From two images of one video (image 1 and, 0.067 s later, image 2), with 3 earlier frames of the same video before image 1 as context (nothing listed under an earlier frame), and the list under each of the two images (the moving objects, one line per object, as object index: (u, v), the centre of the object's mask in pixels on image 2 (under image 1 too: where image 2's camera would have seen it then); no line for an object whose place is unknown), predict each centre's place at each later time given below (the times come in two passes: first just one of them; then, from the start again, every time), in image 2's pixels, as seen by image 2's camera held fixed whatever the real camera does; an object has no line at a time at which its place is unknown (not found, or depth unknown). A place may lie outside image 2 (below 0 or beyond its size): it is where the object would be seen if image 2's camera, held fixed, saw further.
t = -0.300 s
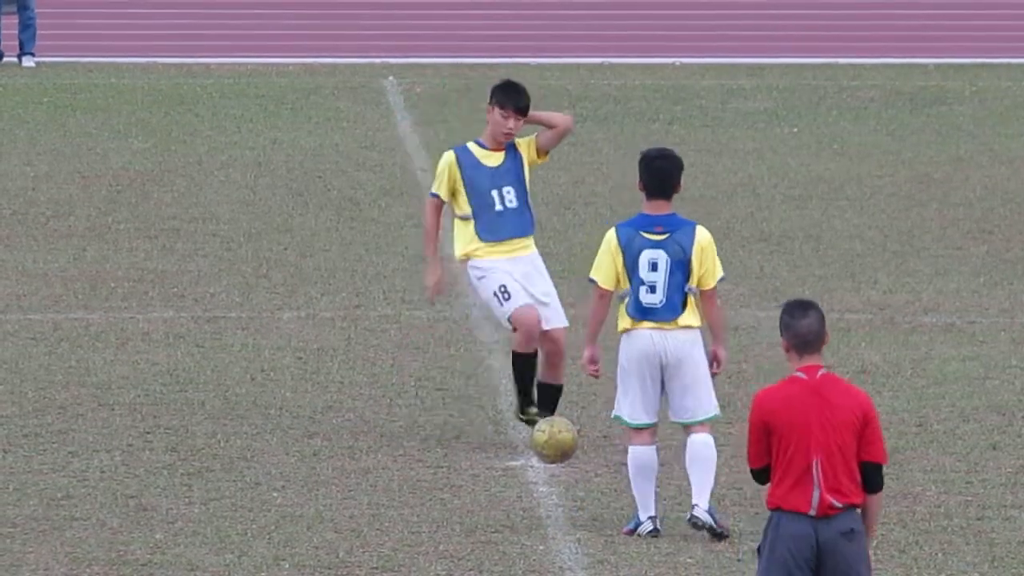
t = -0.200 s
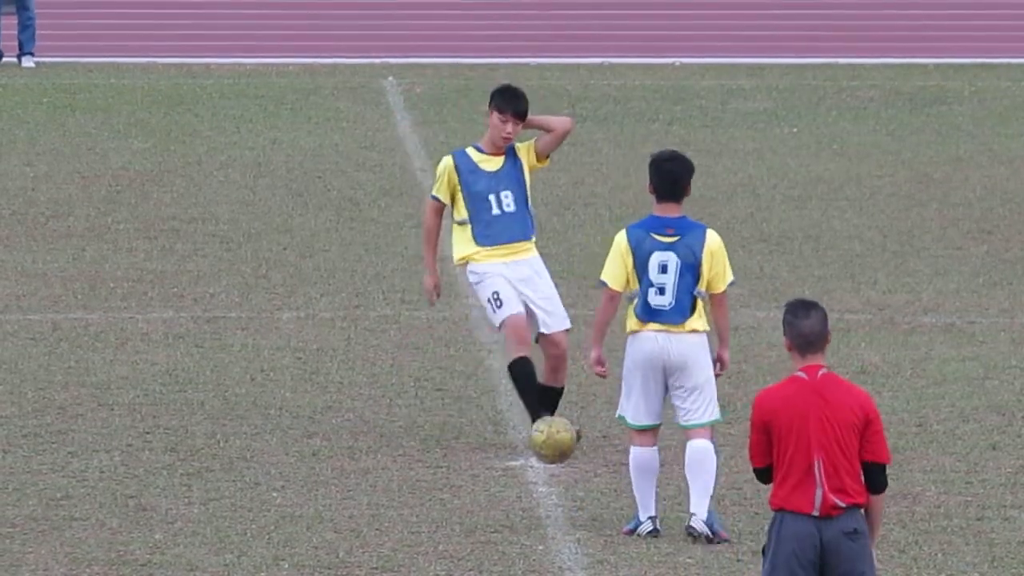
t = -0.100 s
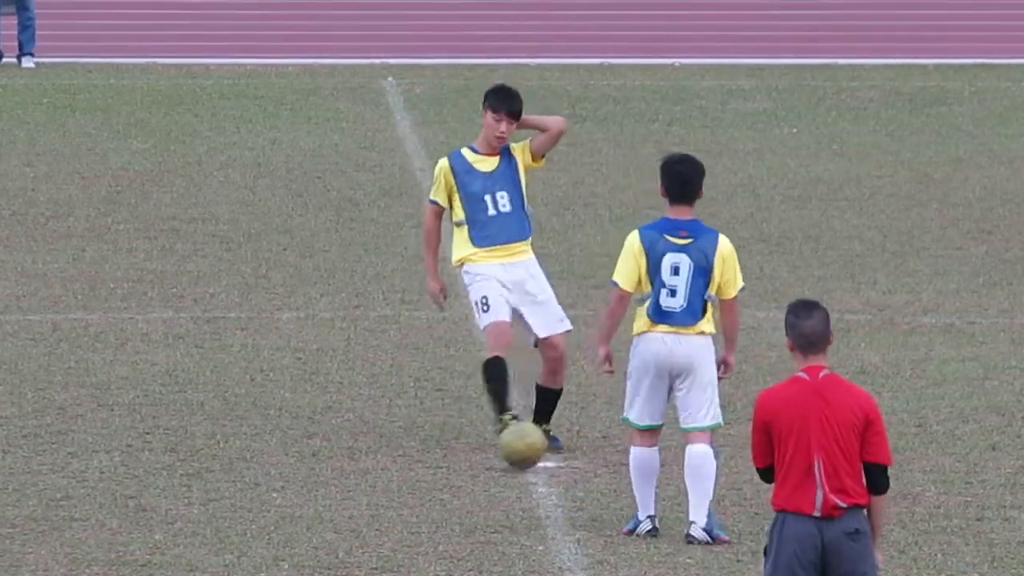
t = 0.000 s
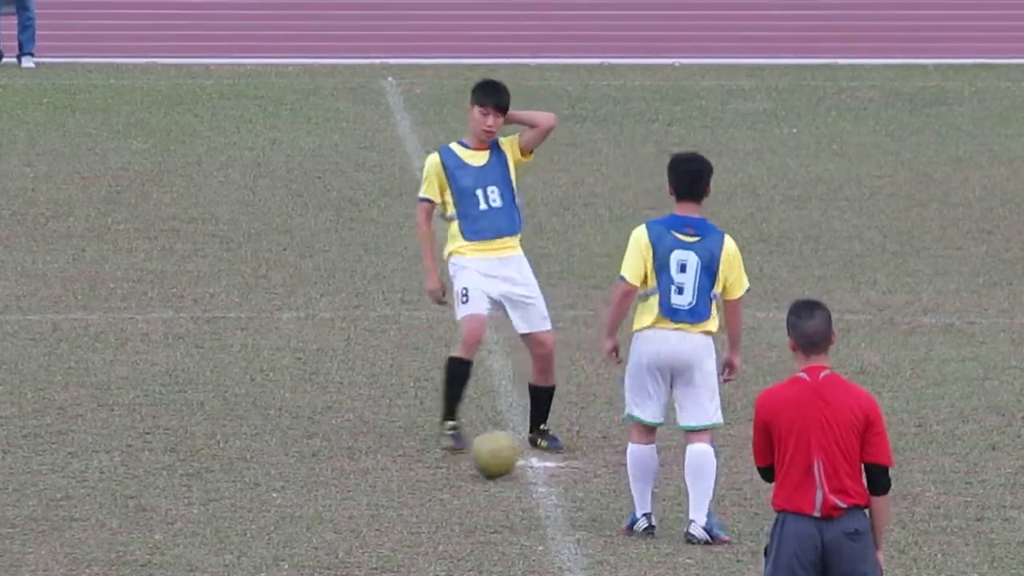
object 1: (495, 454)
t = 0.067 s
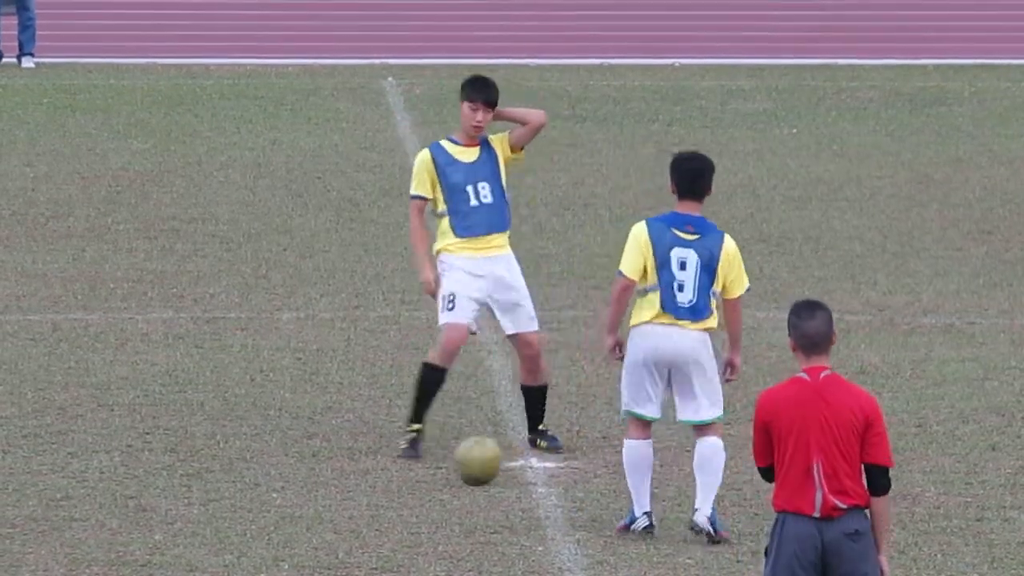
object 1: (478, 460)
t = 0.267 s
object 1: (437, 471)
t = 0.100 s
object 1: (470, 463)
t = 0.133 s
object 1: (462, 460)
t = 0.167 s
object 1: (456, 460)
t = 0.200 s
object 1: (450, 461)
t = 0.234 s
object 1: (445, 466)
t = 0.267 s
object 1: (437, 471)
